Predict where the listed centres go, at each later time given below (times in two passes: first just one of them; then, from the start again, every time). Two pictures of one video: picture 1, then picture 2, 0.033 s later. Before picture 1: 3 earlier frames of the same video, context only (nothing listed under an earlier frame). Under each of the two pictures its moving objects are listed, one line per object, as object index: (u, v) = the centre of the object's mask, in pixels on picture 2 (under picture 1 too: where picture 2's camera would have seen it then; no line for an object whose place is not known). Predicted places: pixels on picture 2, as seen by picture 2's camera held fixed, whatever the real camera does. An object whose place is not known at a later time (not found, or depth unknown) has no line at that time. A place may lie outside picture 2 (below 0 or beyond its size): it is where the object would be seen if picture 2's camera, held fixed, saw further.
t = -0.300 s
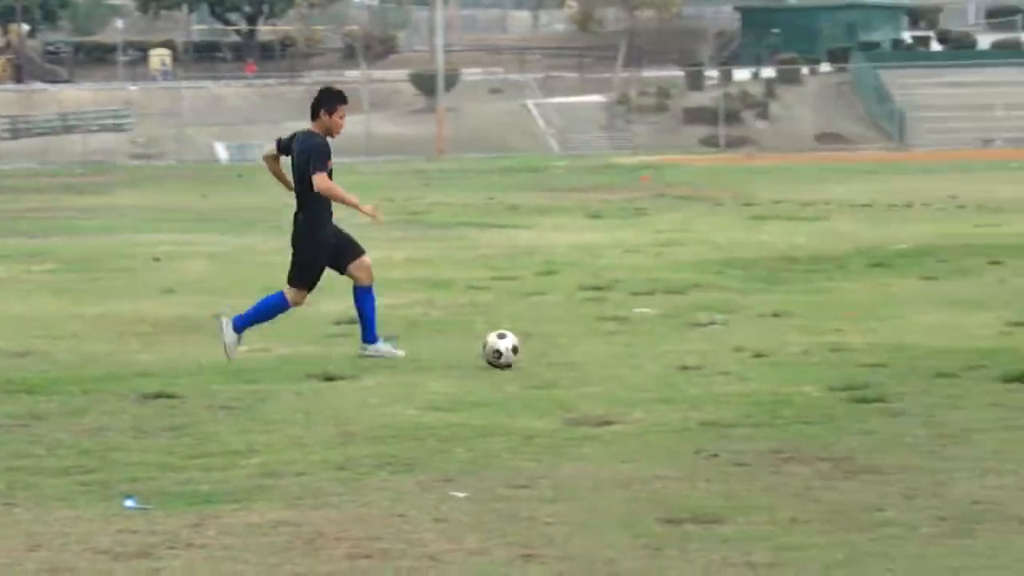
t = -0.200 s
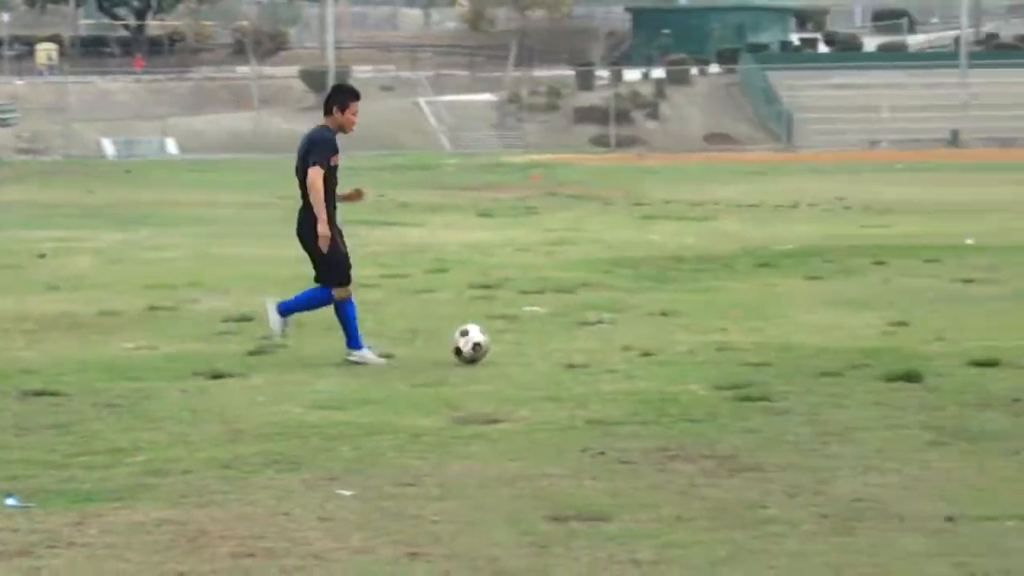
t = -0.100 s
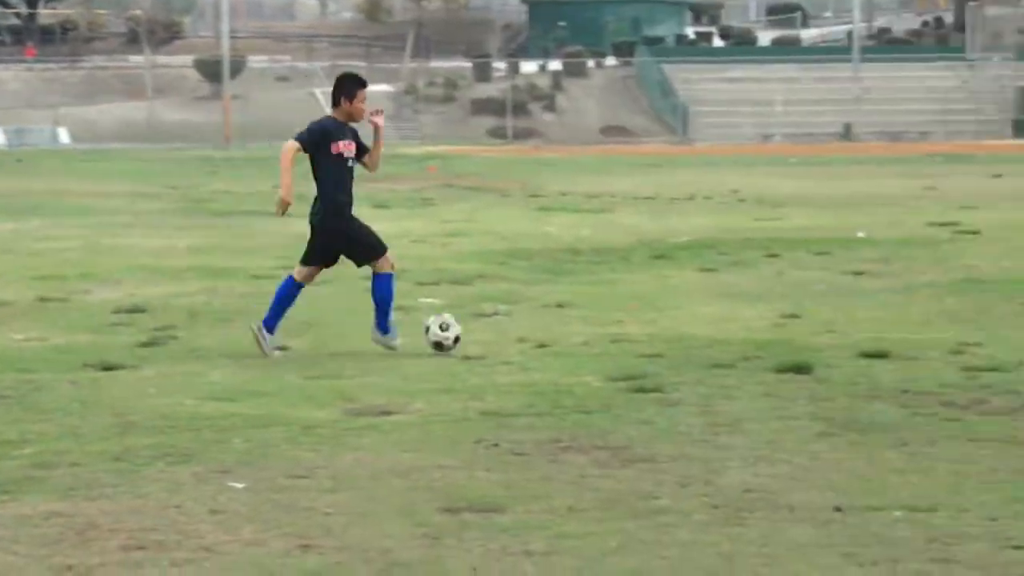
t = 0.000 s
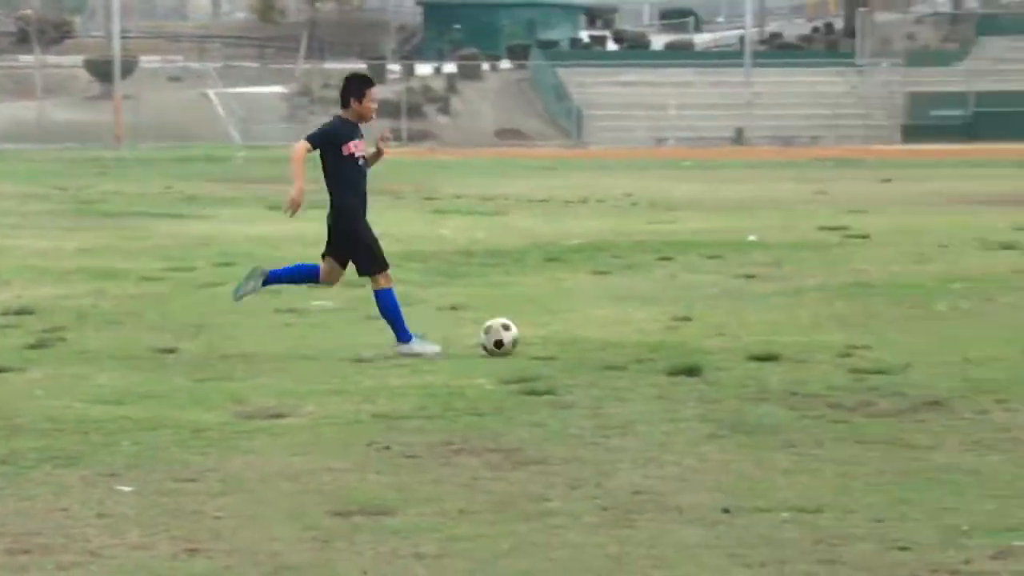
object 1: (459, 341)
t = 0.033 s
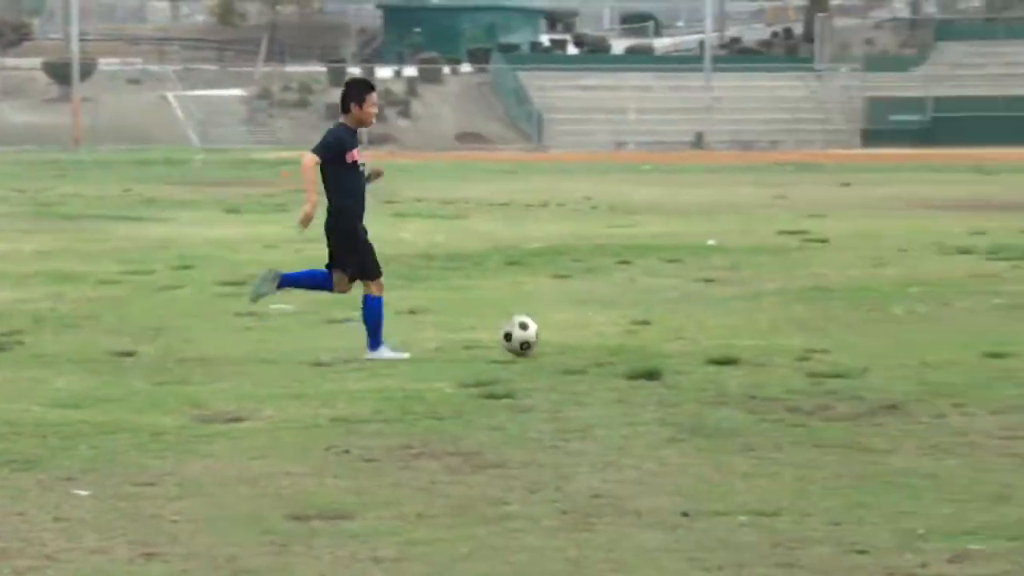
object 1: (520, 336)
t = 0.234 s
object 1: (879, 339)
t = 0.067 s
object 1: (579, 331)
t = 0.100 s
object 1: (638, 327)
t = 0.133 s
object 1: (699, 327)
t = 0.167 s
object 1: (759, 329)
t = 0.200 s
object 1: (819, 332)
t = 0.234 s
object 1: (879, 339)
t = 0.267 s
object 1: (939, 344)
